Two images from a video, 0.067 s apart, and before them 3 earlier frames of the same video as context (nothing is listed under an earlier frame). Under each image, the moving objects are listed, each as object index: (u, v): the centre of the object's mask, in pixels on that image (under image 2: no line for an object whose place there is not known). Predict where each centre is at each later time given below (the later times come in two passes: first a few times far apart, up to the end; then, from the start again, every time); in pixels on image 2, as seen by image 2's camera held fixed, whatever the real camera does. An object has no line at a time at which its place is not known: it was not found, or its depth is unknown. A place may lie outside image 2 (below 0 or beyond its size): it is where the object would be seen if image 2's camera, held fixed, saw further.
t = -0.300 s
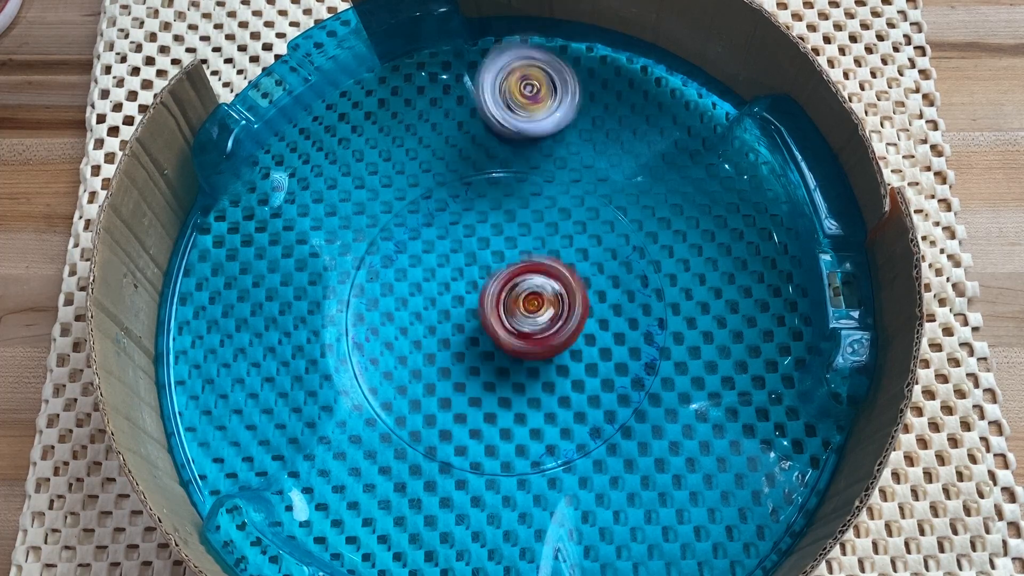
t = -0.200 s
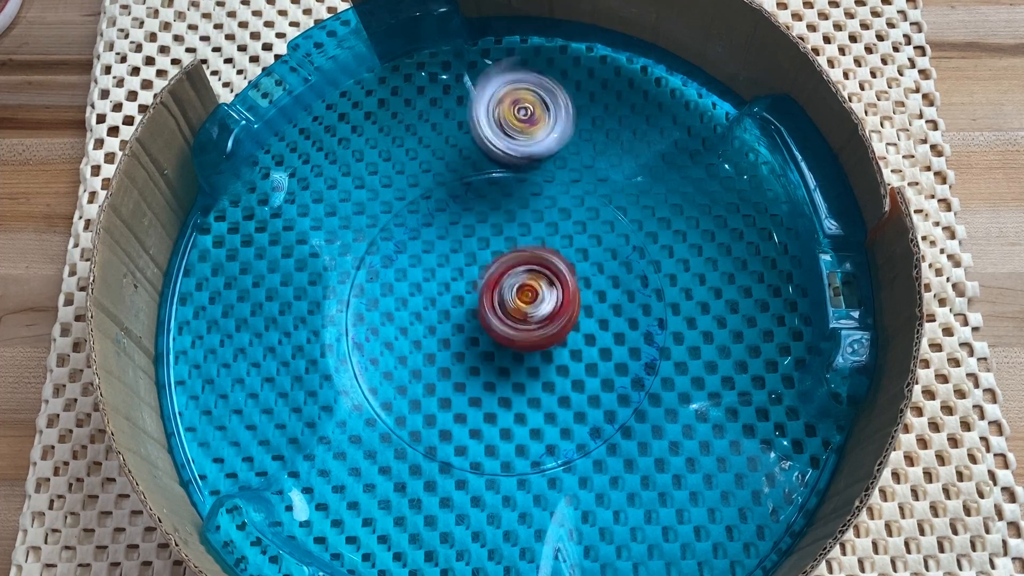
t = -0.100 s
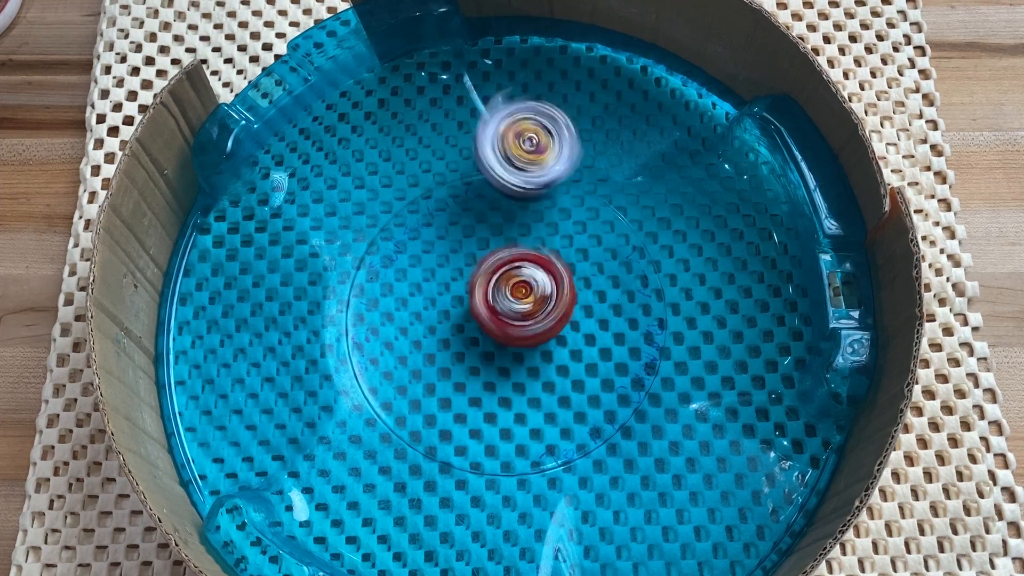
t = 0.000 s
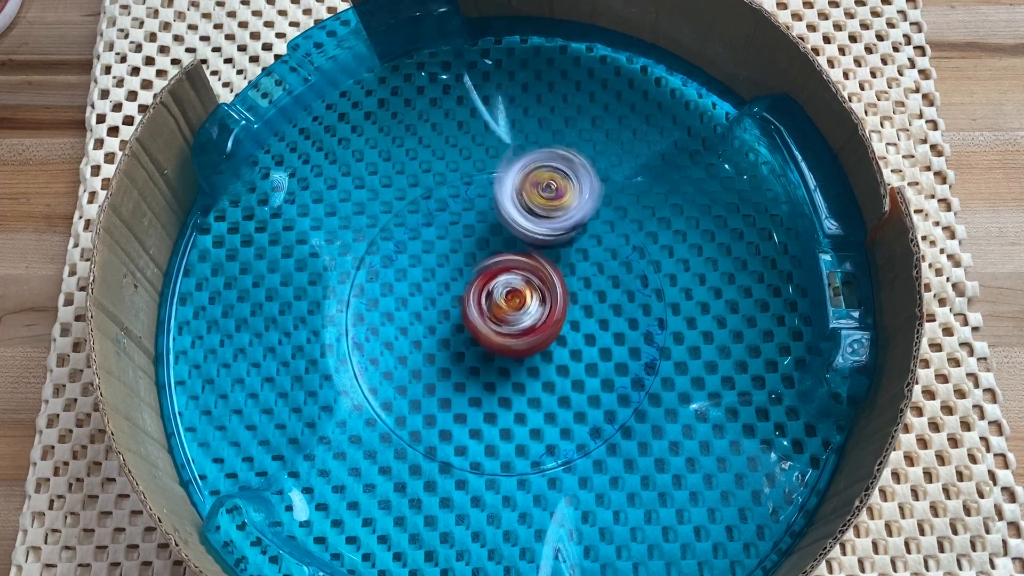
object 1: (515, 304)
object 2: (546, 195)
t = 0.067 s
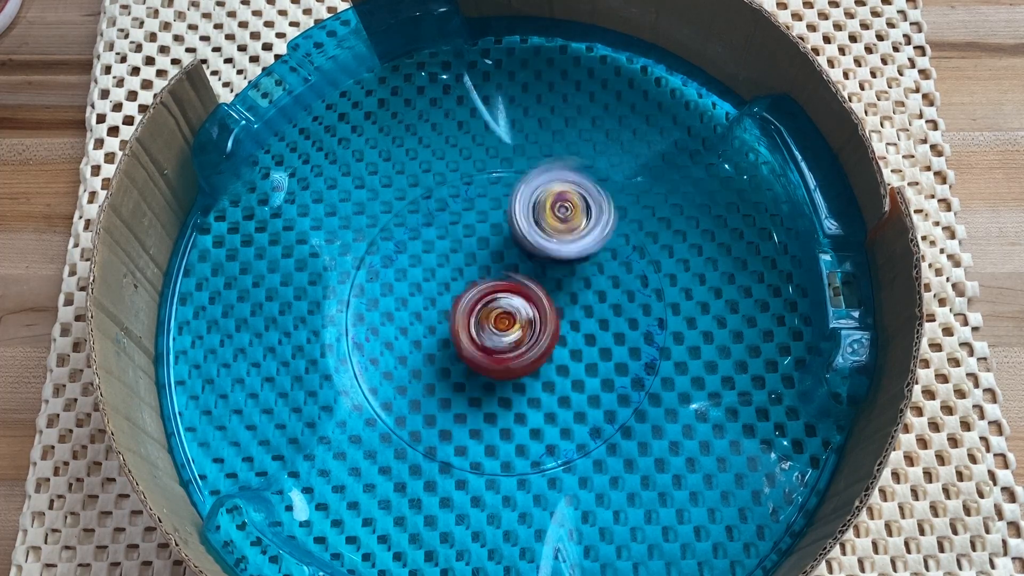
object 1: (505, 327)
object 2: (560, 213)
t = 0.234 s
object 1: (496, 338)
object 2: (591, 261)
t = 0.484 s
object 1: (459, 332)
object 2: (627, 323)
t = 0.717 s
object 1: (462, 310)
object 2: (613, 371)
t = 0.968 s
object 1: (490, 283)
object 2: (554, 381)
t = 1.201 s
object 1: (506, 274)
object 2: (503, 388)
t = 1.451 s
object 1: (549, 253)
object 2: (439, 403)
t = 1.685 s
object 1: (534, 277)
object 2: (418, 374)
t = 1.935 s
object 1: (557, 282)
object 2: (407, 339)
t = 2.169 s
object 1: (544, 281)
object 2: (422, 294)
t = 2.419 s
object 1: (554, 286)
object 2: (432, 266)
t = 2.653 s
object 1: (636, 317)
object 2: (389, 250)
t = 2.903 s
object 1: (585, 326)
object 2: (410, 261)
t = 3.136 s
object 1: (551, 365)
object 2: (415, 233)
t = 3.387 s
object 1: (551, 374)
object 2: (447, 203)
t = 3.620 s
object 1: (511, 323)
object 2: (488, 204)
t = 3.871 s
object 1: (482, 308)
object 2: (534, 224)
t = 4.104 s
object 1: (484, 315)
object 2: (558, 221)
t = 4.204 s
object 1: (485, 316)
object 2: (559, 226)
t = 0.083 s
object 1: (504, 330)
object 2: (566, 218)
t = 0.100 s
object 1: (502, 334)
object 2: (568, 225)
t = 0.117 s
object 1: (501, 336)
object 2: (571, 227)
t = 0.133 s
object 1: (498, 337)
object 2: (576, 231)
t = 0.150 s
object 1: (499, 338)
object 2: (577, 239)
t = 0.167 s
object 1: (497, 338)
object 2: (579, 241)
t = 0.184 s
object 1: (495, 339)
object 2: (584, 246)
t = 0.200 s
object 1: (497, 338)
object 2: (585, 254)
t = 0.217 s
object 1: (495, 338)
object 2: (586, 255)
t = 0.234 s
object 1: (496, 338)
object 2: (591, 261)
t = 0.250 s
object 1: (495, 337)
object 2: (591, 268)
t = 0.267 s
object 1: (496, 336)
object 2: (593, 270)
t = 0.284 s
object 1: (496, 335)
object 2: (597, 276)
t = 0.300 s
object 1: (496, 334)
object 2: (596, 283)
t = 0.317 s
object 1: (497, 333)
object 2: (599, 284)
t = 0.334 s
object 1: (490, 334)
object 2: (607, 289)
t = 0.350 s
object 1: (486, 335)
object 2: (611, 293)
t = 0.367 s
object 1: (478, 336)
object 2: (617, 293)
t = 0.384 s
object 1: (476, 336)
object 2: (620, 298)
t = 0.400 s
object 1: (471, 335)
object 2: (619, 303)
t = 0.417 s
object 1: (467, 336)
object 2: (621, 304)
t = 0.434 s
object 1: (465, 334)
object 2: (624, 310)
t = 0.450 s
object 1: (463, 333)
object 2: (622, 314)
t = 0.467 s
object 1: (461, 333)
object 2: (625, 317)
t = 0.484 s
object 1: (459, 332)
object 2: (627, 323)
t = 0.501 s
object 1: (459, 331)
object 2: (624, 327)
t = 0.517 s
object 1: (457, 330)
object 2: (627, 331)
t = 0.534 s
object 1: (457, 329)
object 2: (627, 335)
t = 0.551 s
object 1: (456, 327)
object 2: (626, 337)
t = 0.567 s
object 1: (457, 326)
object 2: (629, 342)
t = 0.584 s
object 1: (455, 324)
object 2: (627, 347)
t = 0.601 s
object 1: (456, 323)
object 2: (626, 347)
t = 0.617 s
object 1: (456, 320)
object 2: (627, 353)
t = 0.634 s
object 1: (457, 320)
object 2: (624, 357)
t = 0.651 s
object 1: (457, 317)
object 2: (623, 357)
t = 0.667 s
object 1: (457, 316)
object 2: (622, 363)
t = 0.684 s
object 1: (459, 314)
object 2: (618, 365)
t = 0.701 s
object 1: (460, 313)
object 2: (616, 365)
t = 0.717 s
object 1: (462, 310)
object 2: (613, 371)
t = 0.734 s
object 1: (462, 308)
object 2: (609, 372)
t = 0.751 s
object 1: (466, 307)
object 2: (606, 371)
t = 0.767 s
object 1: (467, 305)
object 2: (601, 376)
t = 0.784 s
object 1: (469, 303)
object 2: (596, 376)
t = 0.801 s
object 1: (470, 300)
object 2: (593, 376)
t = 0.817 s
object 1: (475, 300)
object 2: (588, 378)
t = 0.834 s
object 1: (476, 298)
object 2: (582, 378)
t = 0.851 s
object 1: (478, 296)
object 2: (580, 378)
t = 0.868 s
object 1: (481, 294)
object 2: (574, 378)
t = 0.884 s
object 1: (484, 294)
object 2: (569, 378)
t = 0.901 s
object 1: (486, 293)
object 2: (565, 378)
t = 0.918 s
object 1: (488, 291)
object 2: (559, 377)
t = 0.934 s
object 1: (493, 289)
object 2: (554, 377)
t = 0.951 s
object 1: (493, 287)
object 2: (553, 378)
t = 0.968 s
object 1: (490, 283)
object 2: (554, 381)
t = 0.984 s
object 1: (490, 276)
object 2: (554, 385)
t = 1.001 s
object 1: (489, 274)
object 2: (551, 386)
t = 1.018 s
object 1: (488, 269)
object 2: (549, 385)
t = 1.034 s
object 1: (487, 266)
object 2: (545, 388)
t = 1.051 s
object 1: (489, 264)
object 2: (540, 389)
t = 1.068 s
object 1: (490, 264)
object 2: (537, 389)
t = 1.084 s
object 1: (491, 264)
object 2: (532, 390)
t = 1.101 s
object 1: (492, 264)
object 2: (528, 390)
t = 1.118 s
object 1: (496, 264)
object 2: (524, 391)
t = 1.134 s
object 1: (497, 266)
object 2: (519, 389)
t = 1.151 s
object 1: (500, 268)
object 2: (516, 392)
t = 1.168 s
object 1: (501, 269)
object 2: (511, 389)
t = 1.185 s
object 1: (505, 271)
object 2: (508, 388)
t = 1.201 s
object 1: (506, 274)
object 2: (503, 388)
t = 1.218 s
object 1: (508, 277)
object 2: (500, 387)
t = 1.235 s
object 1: (509, 278)
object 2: (497, 387)
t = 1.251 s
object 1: (513, 281)
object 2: (491, 384)
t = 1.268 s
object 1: (514, 282)
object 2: (488, 385)
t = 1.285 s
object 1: (519, 280)
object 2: (481, 391)
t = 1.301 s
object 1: (523, 274)
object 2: (476, 394)
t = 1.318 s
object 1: (529, 269)
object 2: (470, 401)
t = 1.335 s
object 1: (533, 265)
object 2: (466, 403)
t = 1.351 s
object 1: (537, 262)
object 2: (463, 402)
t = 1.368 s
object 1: (539, 258)
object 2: (458, 404)
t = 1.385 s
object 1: (544, 256)
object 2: (454, 404)
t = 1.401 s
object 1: (544, 255)
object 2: (451, 403)
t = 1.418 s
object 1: (547, 255)
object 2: (445, 403)
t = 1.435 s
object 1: (546, 254)
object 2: (442, 403)
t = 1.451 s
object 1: (549, 253)
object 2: (439, 403)
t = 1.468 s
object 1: (549, 254)
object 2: (435, 400)
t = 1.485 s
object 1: (549, 255)
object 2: (432, 402)
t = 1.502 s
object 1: (547, 257)
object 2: (429, 400)
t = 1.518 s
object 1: (548, 257)
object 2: (427, 398)
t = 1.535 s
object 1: (547, 260)
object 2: (423, 397)
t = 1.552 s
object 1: (545, 262)
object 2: (422, 396)
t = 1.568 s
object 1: (543, 264)
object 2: (421, 394)
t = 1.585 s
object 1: (542, 265)
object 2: (417, 391)
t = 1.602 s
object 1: (542, 267)
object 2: (417, 390)
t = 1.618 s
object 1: (540, 269)
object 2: (416, 387)
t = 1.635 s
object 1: (538, 272)
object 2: (417, 382)
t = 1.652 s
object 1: (536, 273)
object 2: (415, 381)
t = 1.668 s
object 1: (536, 275)
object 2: (416, 376)
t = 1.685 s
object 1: (534, 277)
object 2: (418, 374)
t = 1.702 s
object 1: (533, 280)
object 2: (416, 370)
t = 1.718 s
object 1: (530, 282)
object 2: (418, 368)
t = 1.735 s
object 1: (530, 283)
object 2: (419, 364)
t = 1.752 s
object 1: (527, 286)
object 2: (421, 358)
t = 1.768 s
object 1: (526, 288)
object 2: (420, 357)
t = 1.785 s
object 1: (523, 290)
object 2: (422, 352)
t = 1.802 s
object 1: (522, 291)
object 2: (425, 349)
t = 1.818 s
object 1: (520, 294)
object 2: (424, 345)
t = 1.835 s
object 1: (526, 291)
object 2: (419, 347)
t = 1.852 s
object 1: (534, 290)
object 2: (413, 348)
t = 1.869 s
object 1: (539, 287)
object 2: (409, 347)
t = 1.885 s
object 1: (547, 285)
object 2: (407, 349)
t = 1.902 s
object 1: (551, 284)
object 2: (407, 345)
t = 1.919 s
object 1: (555, 282)
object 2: (408, 342)
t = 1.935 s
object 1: (557, 282)
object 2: (407, 339)
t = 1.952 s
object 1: (560, 281)
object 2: (407, 336)
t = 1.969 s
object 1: (562, 283)
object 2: (406, 332)
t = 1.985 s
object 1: (561, 283)
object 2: (407, 327)
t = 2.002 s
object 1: (560, 283)
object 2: (406, 326)
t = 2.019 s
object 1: (558, 282)
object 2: (407, 321)
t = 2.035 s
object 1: (559, 282)
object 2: (409, 320)
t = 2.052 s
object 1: (557, 283)
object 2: (408, 314)
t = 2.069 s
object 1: (555, 283)
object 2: (410, 314)
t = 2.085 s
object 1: (553, 282)
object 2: (411, 310)
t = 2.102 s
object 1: (552, 280)
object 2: (415, 306)
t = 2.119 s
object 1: (551, 281)
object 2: (414, 303)
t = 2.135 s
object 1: (549, 280)
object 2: (417, 300)
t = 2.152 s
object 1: (548, 281)
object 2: (419, 298)
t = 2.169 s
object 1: (544, 281)
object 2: (422, 294)
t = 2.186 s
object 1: (544, 281)
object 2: (423, 292)
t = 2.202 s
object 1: (542, 281)
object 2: (427, 288)
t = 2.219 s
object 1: (541, 281)
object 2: (431, 286)
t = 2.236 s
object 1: (541, 282)
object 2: (428, 284)
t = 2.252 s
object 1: (546, 280)
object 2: (426, 284)
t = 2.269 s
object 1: (551, 281)
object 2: (422, 283)
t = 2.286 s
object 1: (552, 281)
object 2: (424, 282)
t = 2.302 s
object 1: (555, 281)
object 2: (422, 281)
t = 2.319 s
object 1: (556, 282)
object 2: (425, 278)
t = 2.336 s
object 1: (557, 281)
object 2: (425, 276)
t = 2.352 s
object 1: (557, 283)
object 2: (427, 272)
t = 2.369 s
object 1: (557, 283)
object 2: (427, 272)
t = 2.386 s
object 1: (557, 285)
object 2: (429, 269)
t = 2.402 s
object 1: (554, 285)
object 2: (431, 269)
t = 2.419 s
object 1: (554, 286)
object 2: (432, 266)
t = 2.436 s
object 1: (552, 287)
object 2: (434, 268)
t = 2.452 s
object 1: (550, 288)
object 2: (436, 264)
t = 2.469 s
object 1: (547, 289)
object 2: (439, 265)
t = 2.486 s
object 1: (549, 289)
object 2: (437, 261)
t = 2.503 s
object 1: (564, 295)
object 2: (423, 261)
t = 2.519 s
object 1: (576, 298)
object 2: (414, 256)
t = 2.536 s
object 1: (590, 300)
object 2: (404, 254)
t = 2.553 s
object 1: (601, 302)
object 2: (398, 252)
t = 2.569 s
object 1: (611, 305)
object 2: (393, 253)
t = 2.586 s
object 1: (620, 309)
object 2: (391, 253)
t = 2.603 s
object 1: (626, 310)
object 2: (390, 252)
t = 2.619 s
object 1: (632, 314)
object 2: (390, 251)
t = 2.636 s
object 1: (634, 317)
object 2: (389, 250)
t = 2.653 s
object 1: (636, 317)
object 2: (389, 250)
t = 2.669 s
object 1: (637, 320)
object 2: (387, 248)
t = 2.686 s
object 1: (636, 323)
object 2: (387, 248)
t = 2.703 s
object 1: (636, 324)
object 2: (384, 246)
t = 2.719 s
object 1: (633, 327)
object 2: (384, 249)
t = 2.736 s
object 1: (630, 327)
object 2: (384, 249)
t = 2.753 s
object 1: (628, 328)
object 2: (387, 252)
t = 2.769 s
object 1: (623, 329)
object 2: (388, 251)
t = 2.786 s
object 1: (620, 329)
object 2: (389, 253)
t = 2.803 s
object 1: (616, 331)
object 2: (393, 254)
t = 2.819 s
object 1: (610, 331)
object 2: (394, 256)
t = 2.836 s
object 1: (607, 329)
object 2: (398, 257)
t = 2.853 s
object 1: (602, 329)
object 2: (399, 258)
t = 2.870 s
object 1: (596, 328)
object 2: (404, 261)
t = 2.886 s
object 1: (592, 327)
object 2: (405, 259)
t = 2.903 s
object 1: (585, 326)
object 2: (410, 261)
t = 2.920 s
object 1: (579, 325)
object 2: (412, 261)
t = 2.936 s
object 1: (574, 325)
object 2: (416, 264)
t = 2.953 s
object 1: (566, 324)
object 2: (421, 264)
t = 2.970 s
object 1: (560, 322)
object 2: (424, 265)
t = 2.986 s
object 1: (552, 323)
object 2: (431, 265)
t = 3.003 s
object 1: (544, 322)
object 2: (432, 266)
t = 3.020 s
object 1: (537, 321)
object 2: (440, 267)
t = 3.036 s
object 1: (530, 323)
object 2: (440, 267)
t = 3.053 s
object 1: (532, 329)
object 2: (434, 260)
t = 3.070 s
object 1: (537, 335)
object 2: (429, 251)
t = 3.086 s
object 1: (540, 344)
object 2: (424, 245)
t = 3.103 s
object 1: (541, 354)
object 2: (422, 237)
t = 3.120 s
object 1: (545, 362)
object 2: (416, 234)
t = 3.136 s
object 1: (551, 365)
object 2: (415, 233)
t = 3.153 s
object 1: (555, 372)
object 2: (417, 226)
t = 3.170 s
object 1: (557, 378)
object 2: (416, 226)
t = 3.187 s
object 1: (557, 384)
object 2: (419, 222)
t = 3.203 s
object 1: (557, 387)
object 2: (419, 219)
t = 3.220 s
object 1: (558, 391)
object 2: (421, 220)
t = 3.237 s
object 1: (557, 393)
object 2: (423, 215)
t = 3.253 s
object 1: (556, 393)
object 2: (424, 216)
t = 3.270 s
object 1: (555, 393)
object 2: (429, 214)
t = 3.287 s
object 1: (555, 392)
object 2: (430, 211)
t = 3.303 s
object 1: (556, 389)
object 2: (433, 211)
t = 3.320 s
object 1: (556, 387)
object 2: (436, 207)
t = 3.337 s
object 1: (555, 384)
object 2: (437, 206)
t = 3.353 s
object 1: (553, 381)
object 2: (442, 206)
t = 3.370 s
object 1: (552, 377)
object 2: (443, 203)
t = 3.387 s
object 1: (551, 374)
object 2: (447, 203)
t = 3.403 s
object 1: (551, 371)
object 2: (450, 199)
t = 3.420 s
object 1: (548, 367)
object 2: (450, 199)
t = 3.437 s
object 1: (545, 363)
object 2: (454, 200)
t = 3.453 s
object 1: (542, 359)
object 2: (455, 198)
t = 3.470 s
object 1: (539, 354)
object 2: (458, 201)
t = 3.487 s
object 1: (537, 351)
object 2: (463, 199)
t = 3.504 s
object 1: (535, 347)
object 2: (464, 200)
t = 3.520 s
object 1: (531, 344)
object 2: (470, 203)
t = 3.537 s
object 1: (528, 340)
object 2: (472, 200)
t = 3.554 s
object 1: (524, 336)
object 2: (474, 202)
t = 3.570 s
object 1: (520, 332)
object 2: (481, 202)
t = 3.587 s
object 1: (516, 329)
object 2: (480, 203)
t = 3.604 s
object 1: (514, 326)
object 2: (485, 206)
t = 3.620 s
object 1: (511, 323)
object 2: (488, 204)
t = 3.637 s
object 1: (508, 320)
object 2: (489, 206)
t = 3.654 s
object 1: (504, 318)
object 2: (496, 208)
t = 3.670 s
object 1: (501, 315)
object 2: (496, 208)
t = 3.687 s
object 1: (497, 313)
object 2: (500, 212)
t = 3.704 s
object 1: (493, 311)
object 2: (505, 211)
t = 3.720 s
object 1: (491, 308)
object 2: (505, 213)
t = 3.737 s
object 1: (489, 307)
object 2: (511, 215)
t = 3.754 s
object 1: (487, 306)
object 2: (511, 215)
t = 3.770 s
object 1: (485, 305)
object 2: (514, 216)
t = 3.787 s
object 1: (484, 304)
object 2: (521, 217)
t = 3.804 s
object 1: (483, 305)
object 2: (520, 218)
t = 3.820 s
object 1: (482, 305)
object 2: (524, 222)
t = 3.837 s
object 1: (482, 306)
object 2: (526, 220)
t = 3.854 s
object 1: (481, 307)
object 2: (527, 224)
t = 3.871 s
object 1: (482, 308)
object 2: (534, 224)
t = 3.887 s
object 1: (482, 309)
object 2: (534, 222)
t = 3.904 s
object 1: (482, 311)
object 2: (536, 224)
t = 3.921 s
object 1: (482, 312)
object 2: (540, 221)
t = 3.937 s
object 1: (483, 313)
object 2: (539, 223)
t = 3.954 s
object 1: (483, 314)
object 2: (542, 226)
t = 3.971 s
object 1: (484, 314)
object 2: (544, 222)
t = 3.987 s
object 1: (484, 315)
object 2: (544, 225)
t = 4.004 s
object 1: (485, 316)
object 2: (548, 225)
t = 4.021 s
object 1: (485, 317)
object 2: (548, 223)
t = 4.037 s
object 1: (485, 317)
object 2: (549, 226)
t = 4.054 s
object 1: (485, 317)
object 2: (554, 225)
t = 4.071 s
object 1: (485, 316)
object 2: (555, 224)
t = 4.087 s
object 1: (484, 316)
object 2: (557, 225)
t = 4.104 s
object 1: (484, 315)
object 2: (558, 221)
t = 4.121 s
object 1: (484, 315)
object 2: (556, 222)
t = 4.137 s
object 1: (484, 315)
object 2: (558, 226)
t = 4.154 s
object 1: (484, 315)
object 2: (558, 225)
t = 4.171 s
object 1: (484, 315)
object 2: (559, 227)
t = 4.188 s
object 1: (484, 316)
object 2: (561, 227)
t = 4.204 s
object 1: (485, 316)
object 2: (559, 226)
